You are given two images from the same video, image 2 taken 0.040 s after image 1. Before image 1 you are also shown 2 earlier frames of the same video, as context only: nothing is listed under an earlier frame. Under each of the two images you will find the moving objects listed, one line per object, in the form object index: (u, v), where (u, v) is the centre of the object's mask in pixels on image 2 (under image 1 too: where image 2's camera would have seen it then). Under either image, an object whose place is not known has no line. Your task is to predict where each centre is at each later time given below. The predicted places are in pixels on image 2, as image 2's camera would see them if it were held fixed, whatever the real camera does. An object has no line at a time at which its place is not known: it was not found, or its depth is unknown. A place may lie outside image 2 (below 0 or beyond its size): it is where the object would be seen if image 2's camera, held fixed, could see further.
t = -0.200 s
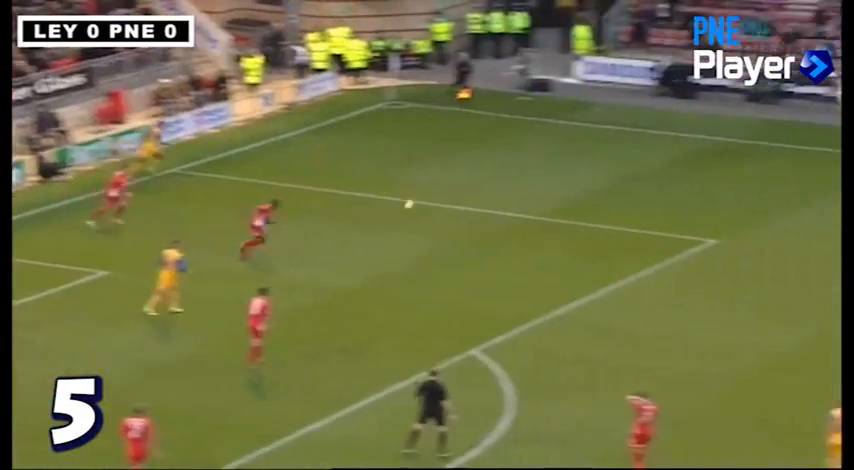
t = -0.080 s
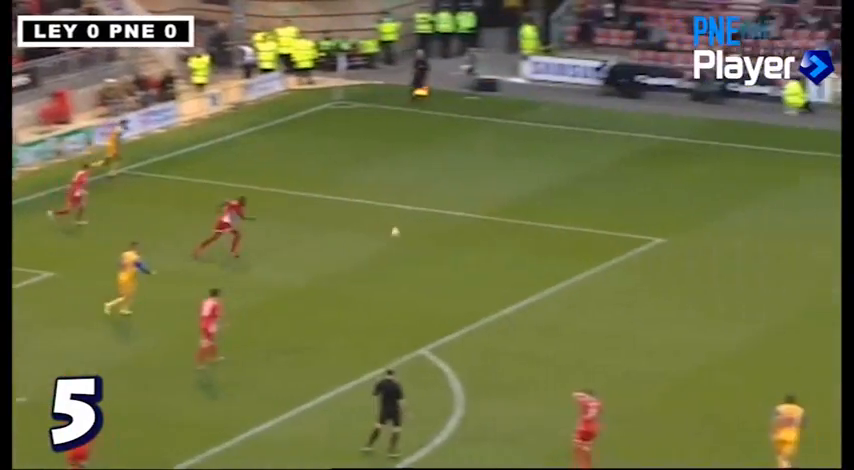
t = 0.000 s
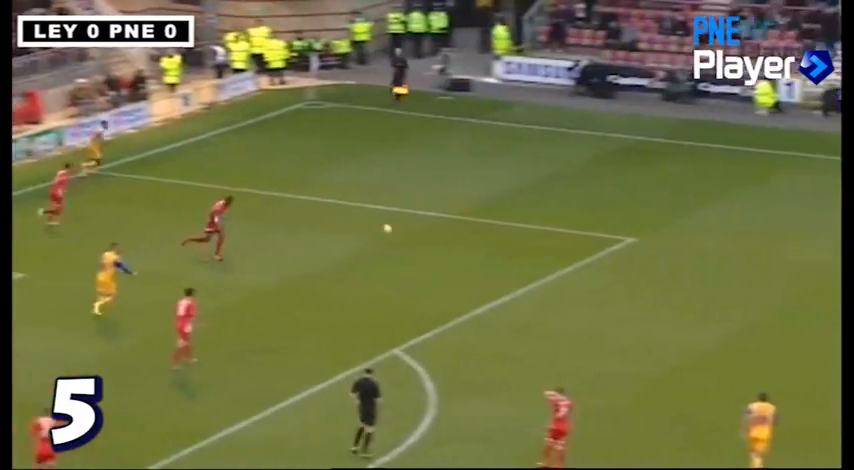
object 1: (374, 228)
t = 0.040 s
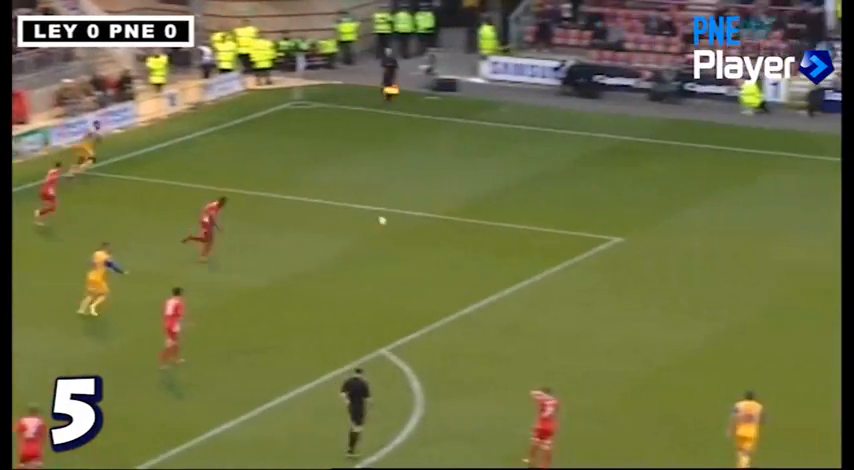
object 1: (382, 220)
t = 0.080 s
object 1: (390, 213)
